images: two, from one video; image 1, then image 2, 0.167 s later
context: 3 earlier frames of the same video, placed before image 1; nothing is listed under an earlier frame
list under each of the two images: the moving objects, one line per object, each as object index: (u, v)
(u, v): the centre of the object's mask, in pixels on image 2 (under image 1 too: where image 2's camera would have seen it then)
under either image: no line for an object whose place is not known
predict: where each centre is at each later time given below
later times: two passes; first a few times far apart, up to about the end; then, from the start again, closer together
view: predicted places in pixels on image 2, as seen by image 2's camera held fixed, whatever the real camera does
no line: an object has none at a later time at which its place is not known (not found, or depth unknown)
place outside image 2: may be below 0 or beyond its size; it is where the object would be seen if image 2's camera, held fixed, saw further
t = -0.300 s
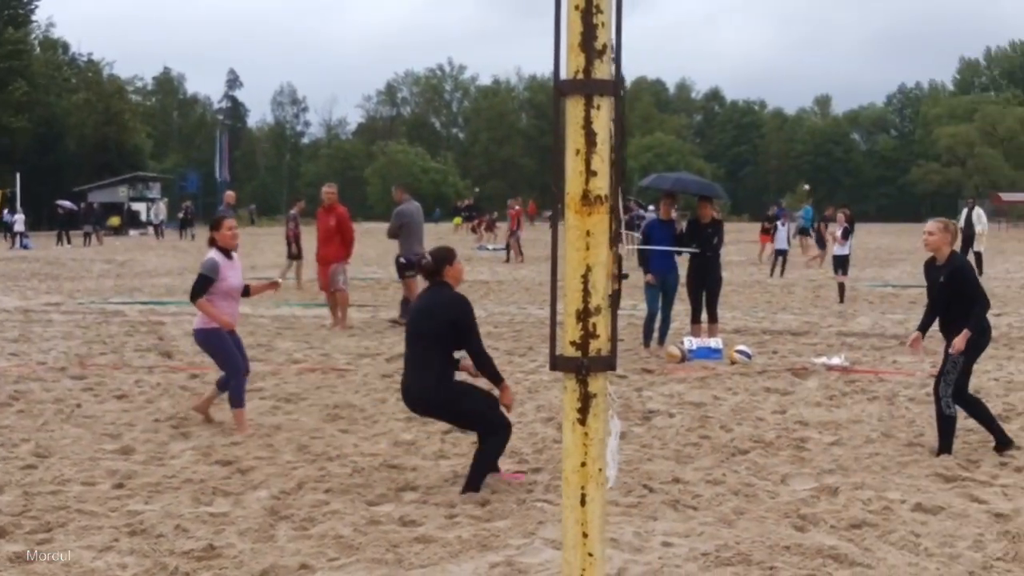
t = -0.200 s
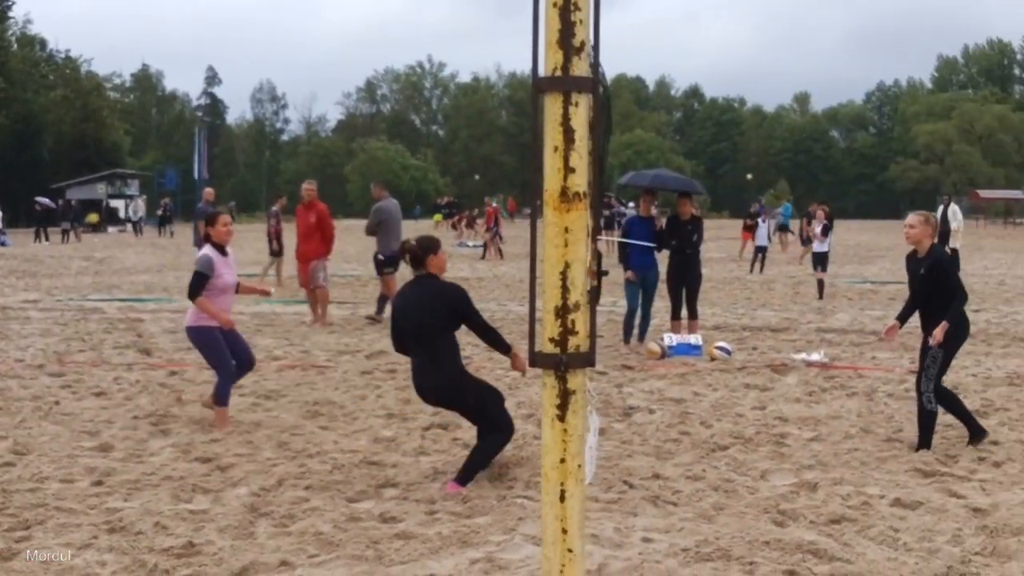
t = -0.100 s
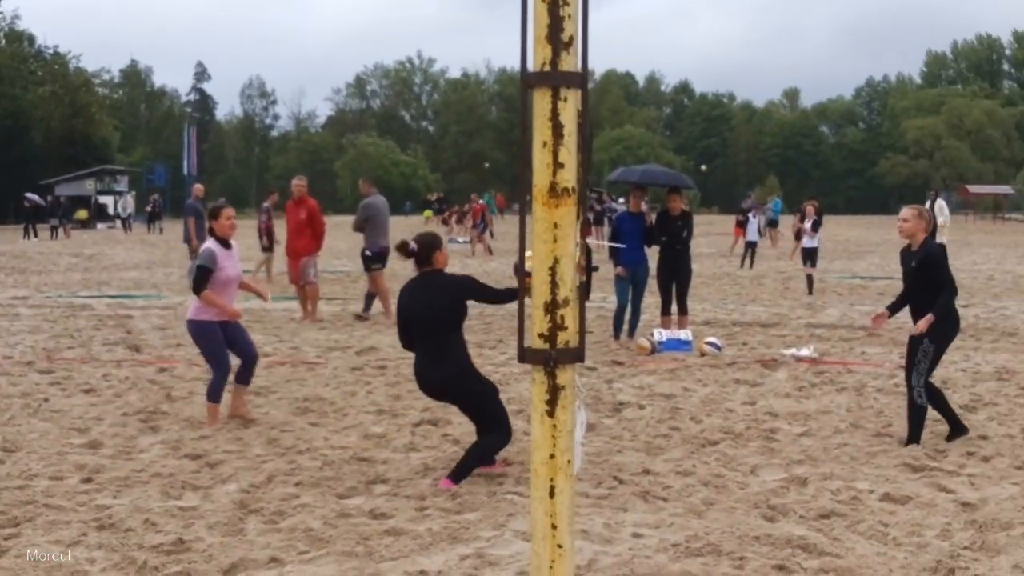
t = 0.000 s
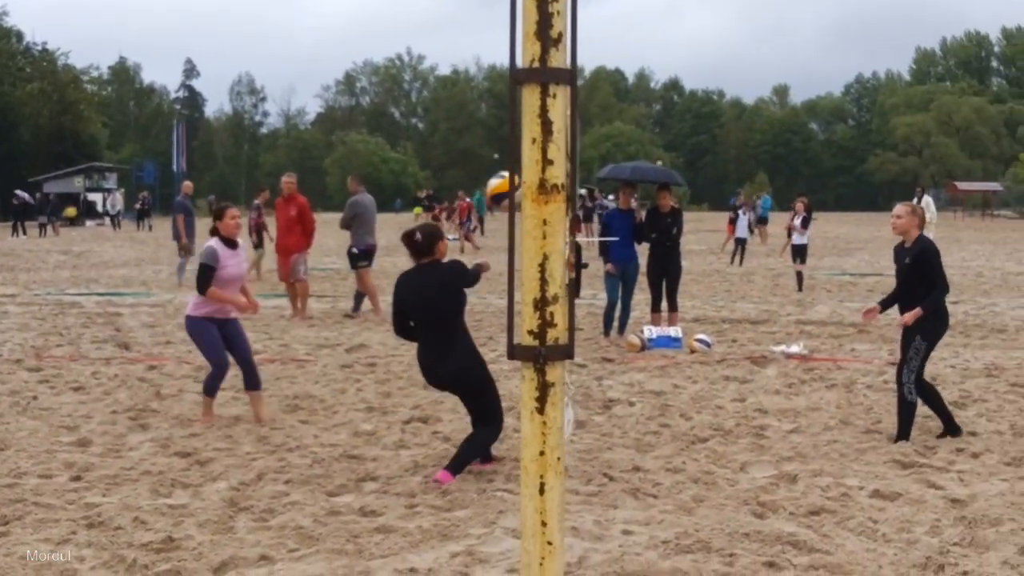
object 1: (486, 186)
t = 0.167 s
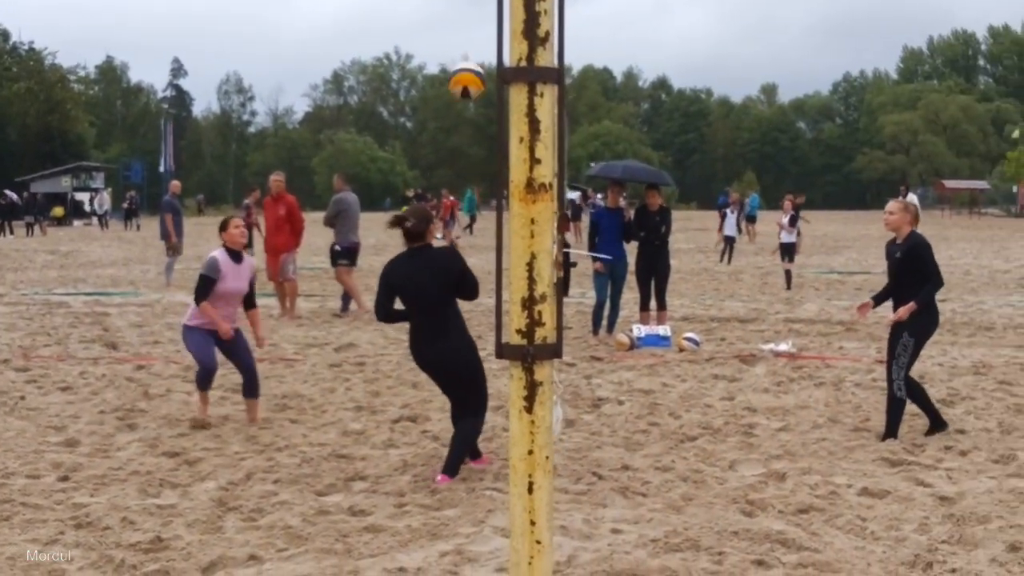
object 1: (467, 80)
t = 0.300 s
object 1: (445, 27)
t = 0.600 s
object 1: (394, 23)
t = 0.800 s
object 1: (368, 106)
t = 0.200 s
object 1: (462, 64)
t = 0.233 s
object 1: (457, 50)
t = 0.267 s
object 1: (454, 39)
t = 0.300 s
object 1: (445, 27)
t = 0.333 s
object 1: (441, 20)
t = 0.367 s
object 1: (436, 14)
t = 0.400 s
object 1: (428, 11)
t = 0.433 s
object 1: (421, 8)
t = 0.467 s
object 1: (417, 8)
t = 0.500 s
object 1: (411, 9)
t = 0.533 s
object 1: (406, 12)
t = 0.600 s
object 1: (394, 23)
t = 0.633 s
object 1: (388, 32)
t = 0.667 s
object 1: (386, 44)
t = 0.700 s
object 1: (381, 57)
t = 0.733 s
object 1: (377, 71)
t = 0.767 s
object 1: (373, 87)
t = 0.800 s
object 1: (368, 106)
